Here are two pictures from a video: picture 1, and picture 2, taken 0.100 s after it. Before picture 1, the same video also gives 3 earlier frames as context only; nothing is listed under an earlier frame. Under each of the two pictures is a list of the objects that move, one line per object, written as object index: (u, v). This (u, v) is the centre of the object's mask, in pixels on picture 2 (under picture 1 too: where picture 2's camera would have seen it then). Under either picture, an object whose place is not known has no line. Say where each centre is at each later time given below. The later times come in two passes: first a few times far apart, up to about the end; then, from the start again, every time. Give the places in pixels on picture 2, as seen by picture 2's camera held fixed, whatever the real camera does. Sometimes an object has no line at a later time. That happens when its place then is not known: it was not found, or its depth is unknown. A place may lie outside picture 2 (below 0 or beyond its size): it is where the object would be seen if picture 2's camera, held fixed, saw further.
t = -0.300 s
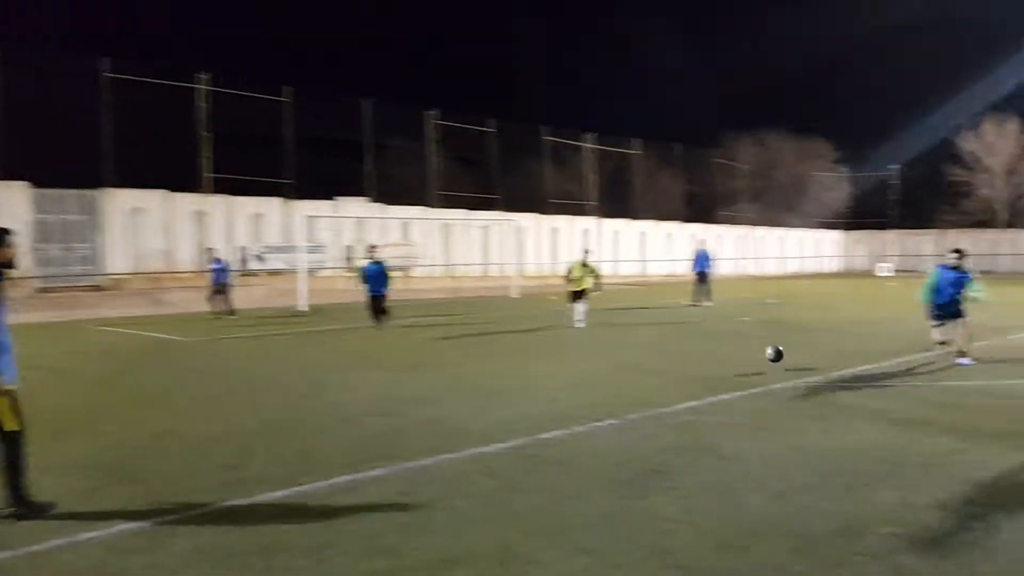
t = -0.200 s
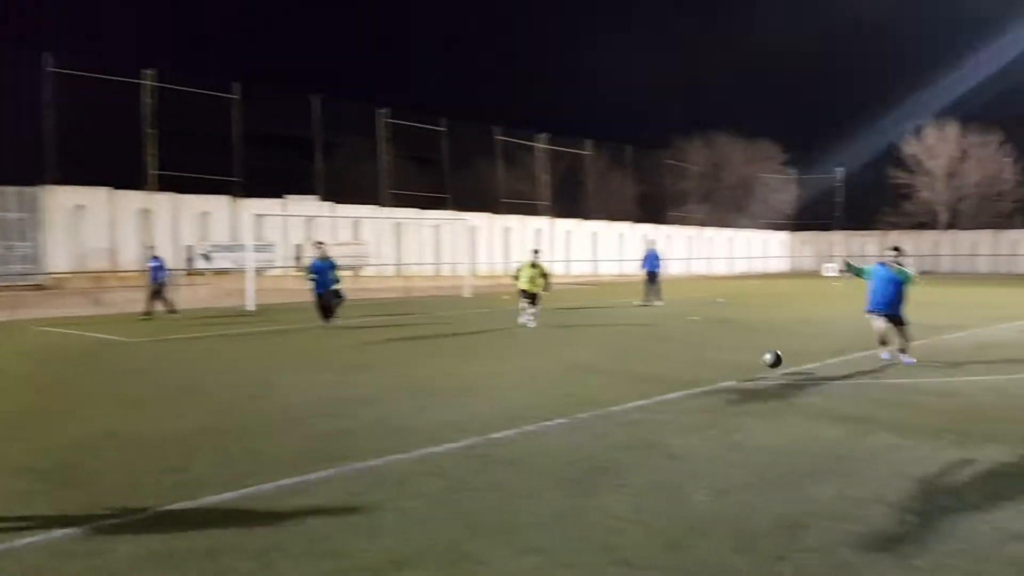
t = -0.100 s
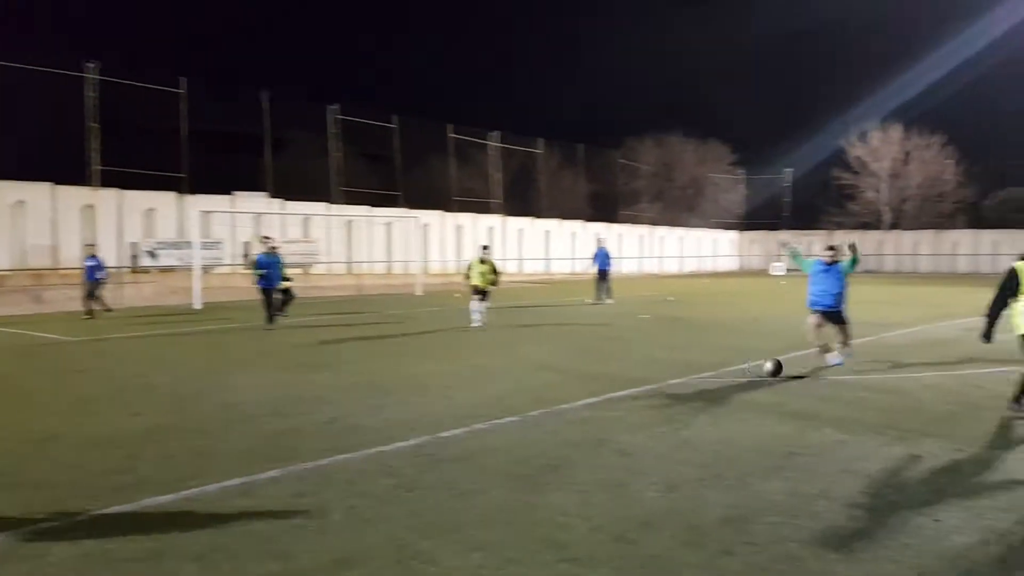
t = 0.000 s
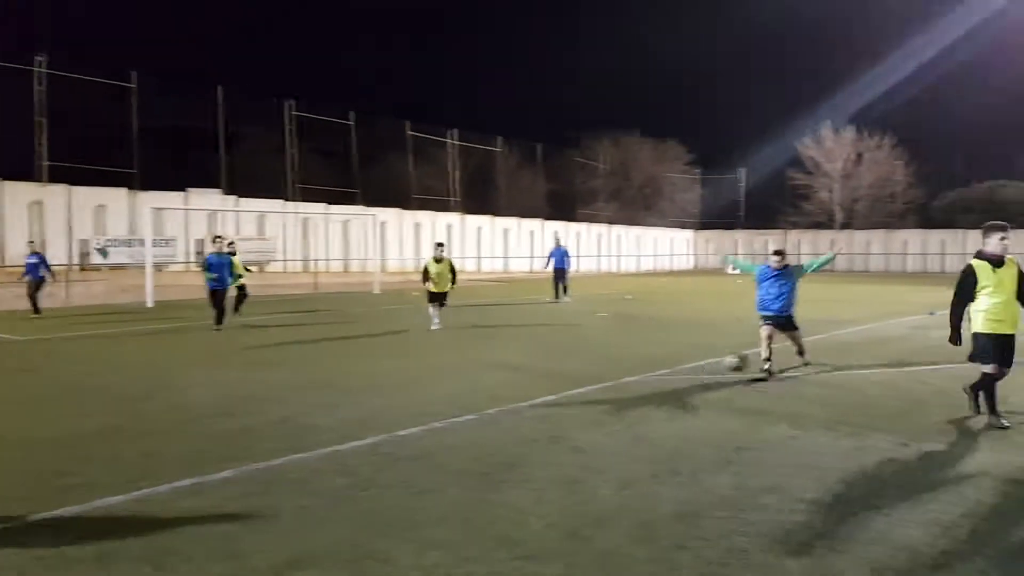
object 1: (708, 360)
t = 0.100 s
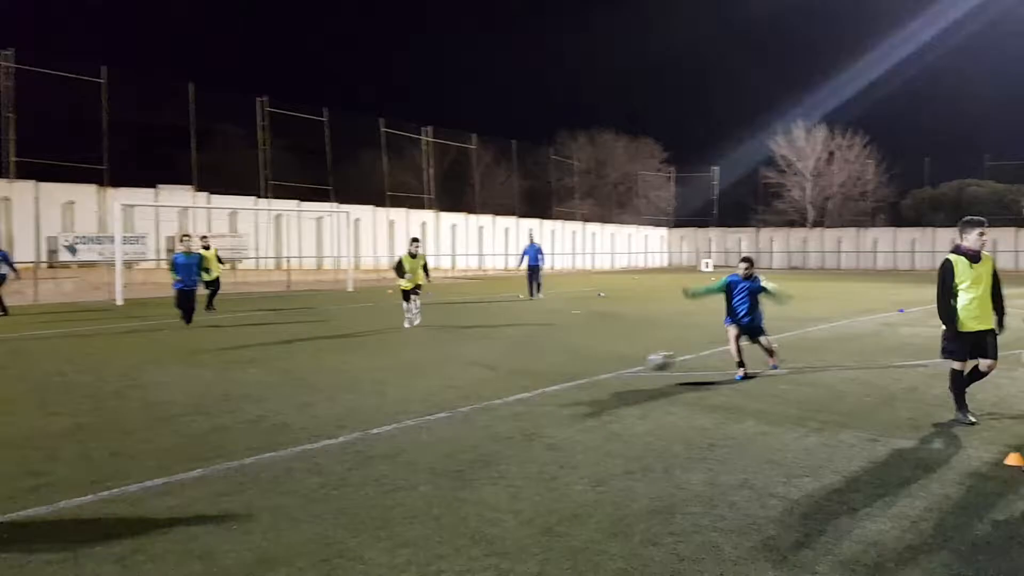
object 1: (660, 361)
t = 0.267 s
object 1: (567, 384)
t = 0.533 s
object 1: (422, 398)
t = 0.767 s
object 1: (300, 417)
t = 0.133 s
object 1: (643, 363)
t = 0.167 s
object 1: (624, 367)
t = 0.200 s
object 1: (606, 372)
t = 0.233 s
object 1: (588, 379)
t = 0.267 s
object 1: (567, 384)
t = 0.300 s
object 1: (546, 391)
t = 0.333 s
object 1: (530, 388)
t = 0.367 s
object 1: (514, 386)
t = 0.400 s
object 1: (497, 387)
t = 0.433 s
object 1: (479, 388)
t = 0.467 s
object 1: (460, 389)
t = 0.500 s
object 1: (442, 393)
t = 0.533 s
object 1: (422, 398)
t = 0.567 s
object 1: (403, 404)
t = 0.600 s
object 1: (381, 413)
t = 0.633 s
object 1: (361, 419)
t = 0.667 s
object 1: (347, 416)
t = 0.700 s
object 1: (333, 415)
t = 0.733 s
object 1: (317, 415)
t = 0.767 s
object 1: (300, 417)
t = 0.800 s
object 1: (283, 420)
